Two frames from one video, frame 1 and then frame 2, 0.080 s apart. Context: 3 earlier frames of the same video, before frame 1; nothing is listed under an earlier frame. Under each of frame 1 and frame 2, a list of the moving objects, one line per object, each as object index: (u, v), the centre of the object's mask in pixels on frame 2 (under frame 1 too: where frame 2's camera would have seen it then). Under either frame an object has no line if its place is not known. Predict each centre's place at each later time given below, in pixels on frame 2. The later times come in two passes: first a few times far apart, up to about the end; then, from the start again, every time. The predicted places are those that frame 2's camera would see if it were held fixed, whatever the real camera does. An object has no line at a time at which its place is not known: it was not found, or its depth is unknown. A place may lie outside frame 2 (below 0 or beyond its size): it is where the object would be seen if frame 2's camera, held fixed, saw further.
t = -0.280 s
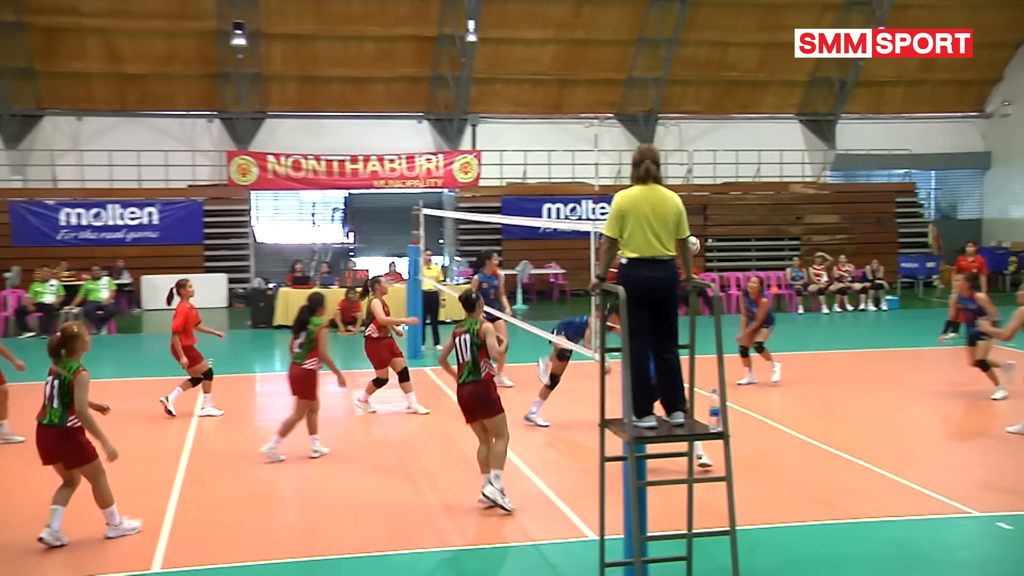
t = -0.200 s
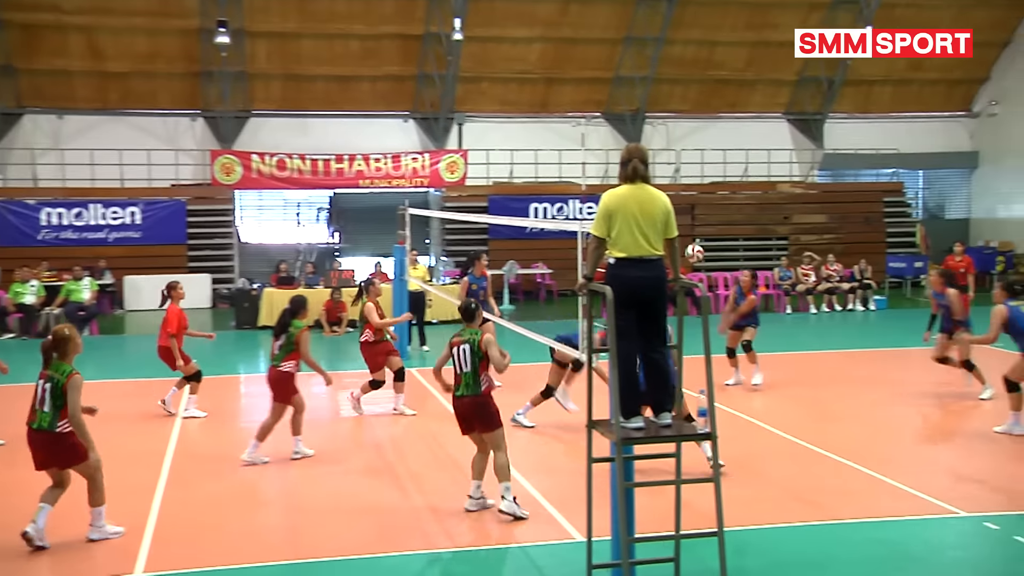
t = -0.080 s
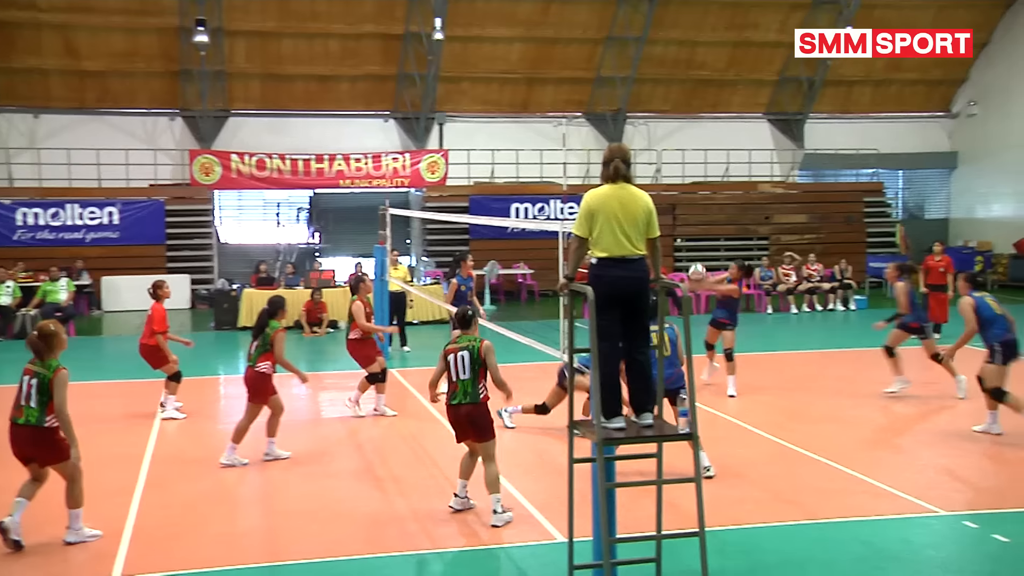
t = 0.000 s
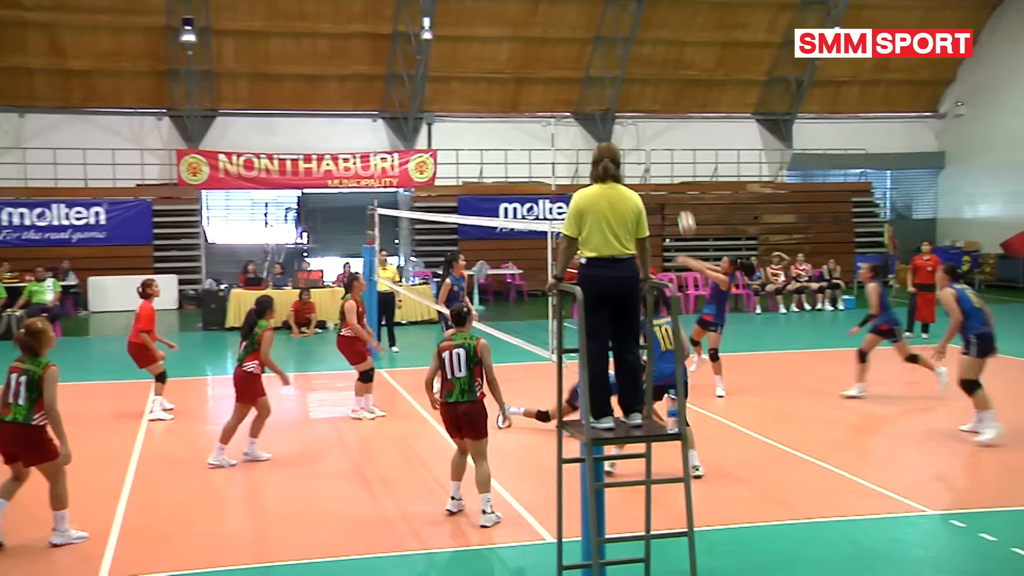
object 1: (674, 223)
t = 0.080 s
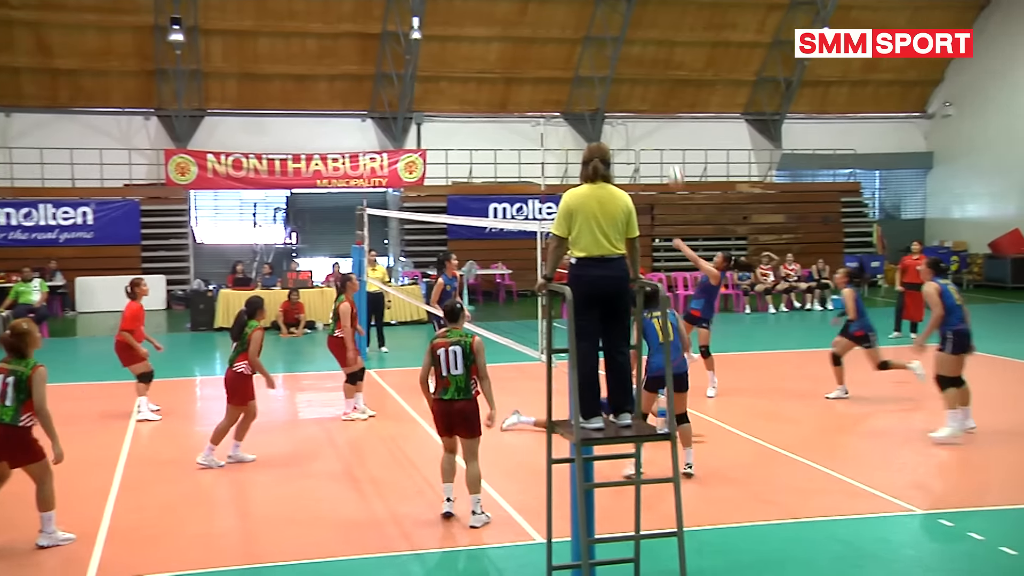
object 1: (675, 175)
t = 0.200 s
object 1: (673, 118)
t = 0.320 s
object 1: (672, 74)
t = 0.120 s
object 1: (674, 156)
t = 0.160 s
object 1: (674, 136)
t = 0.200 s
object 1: (673, 118)
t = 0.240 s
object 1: (673, 102)
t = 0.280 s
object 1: (672, 87)
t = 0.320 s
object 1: (672, 74)
